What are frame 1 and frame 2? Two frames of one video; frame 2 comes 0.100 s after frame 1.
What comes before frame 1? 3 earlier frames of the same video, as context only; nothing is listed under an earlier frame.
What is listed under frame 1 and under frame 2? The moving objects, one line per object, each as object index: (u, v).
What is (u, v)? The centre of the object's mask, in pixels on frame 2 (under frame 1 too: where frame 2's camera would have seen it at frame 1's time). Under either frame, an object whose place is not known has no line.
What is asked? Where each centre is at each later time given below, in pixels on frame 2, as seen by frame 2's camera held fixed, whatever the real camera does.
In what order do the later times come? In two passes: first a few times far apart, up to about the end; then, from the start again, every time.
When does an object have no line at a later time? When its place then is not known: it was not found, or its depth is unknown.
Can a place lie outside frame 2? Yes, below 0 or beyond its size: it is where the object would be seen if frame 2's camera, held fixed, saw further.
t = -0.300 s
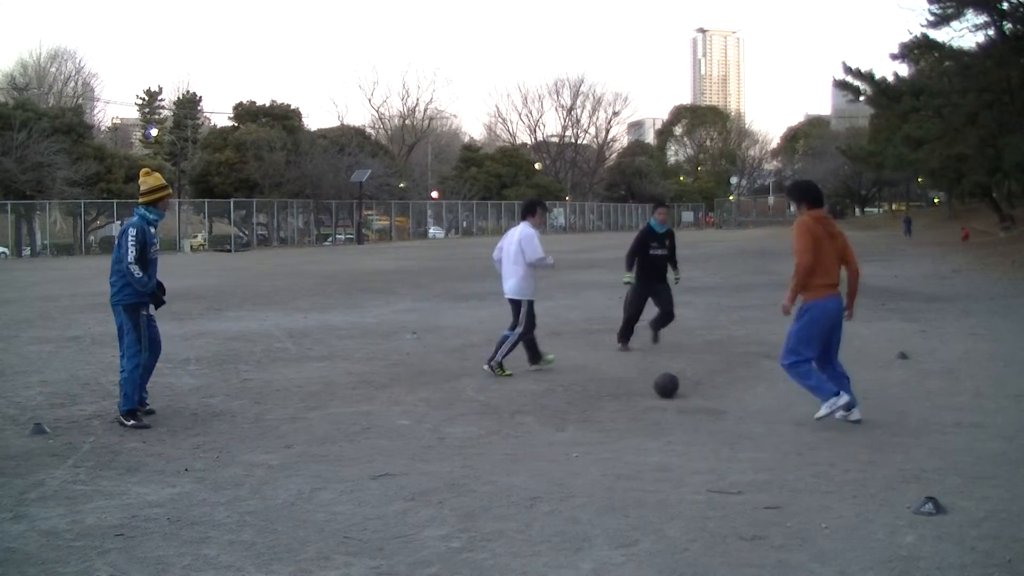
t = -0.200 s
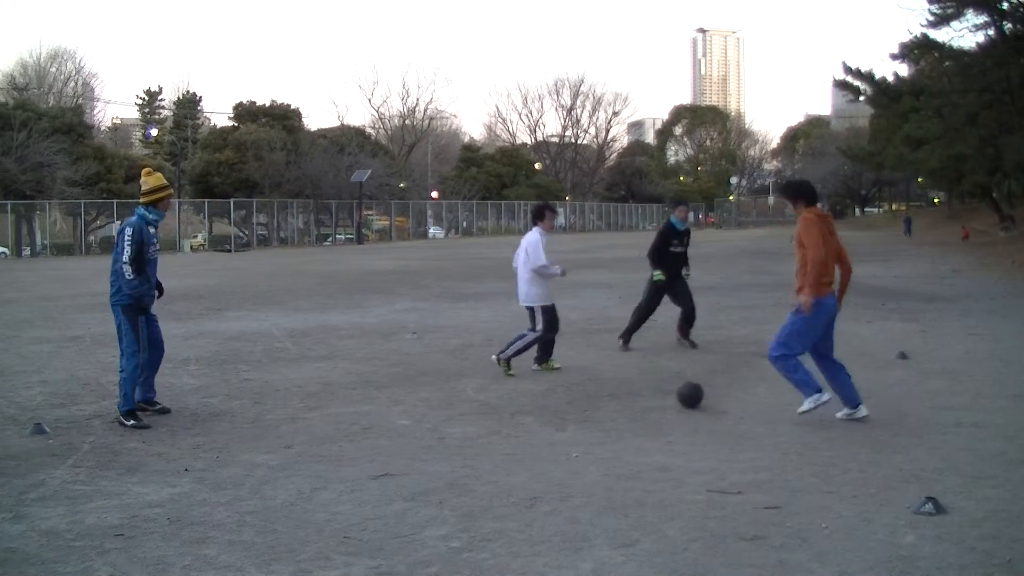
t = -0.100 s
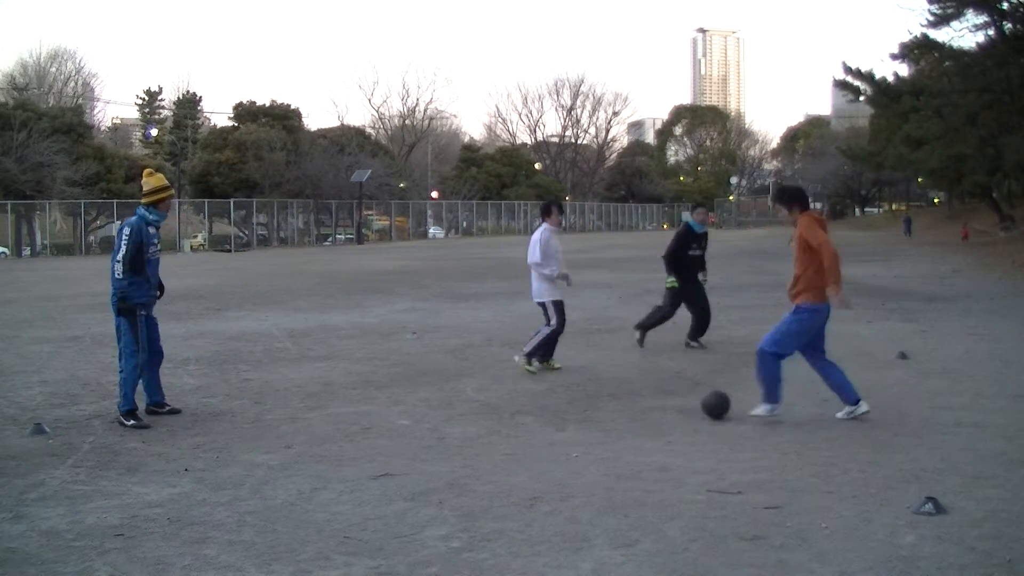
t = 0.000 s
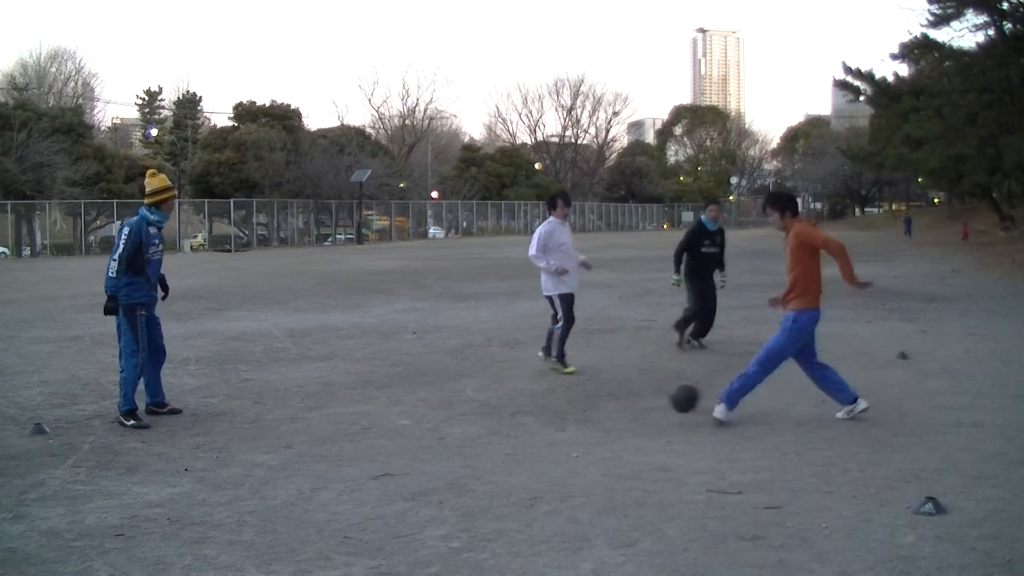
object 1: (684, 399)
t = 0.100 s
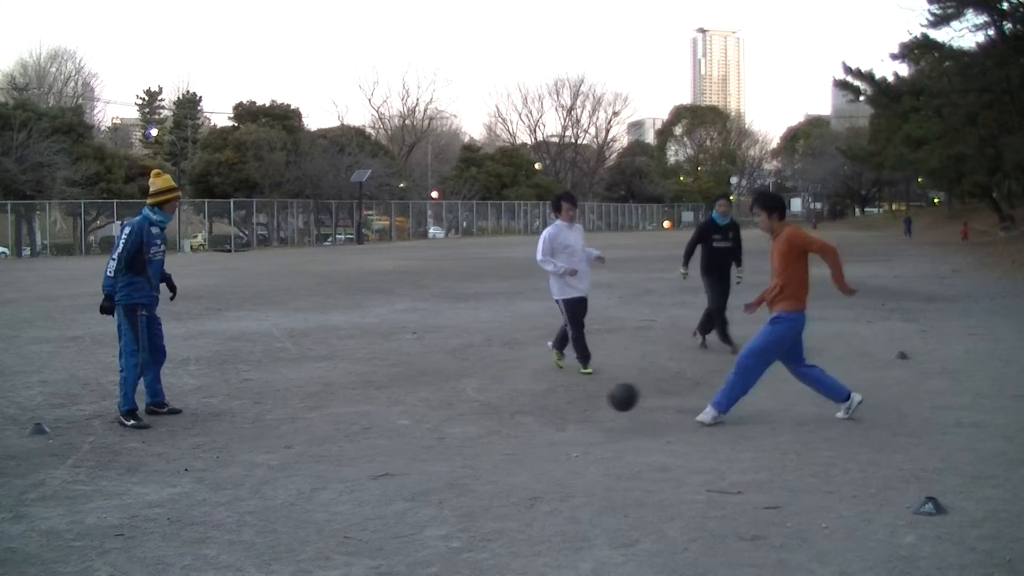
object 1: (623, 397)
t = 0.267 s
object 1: (514, 427)
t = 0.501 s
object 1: (399, 441)
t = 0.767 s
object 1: (290, 460)
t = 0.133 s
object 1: (602, 399)
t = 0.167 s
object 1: (580, 403)
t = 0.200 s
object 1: (559, 409)
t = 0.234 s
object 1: (537, 417)
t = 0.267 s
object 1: (514, 427)
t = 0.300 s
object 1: (496, 427)
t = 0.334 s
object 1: (480, 427)
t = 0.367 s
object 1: (463, 428)
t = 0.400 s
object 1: (446, 432)
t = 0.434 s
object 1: (428, 437)
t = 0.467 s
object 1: (413, 439)
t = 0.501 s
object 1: (399, 441)
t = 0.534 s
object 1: (385, 444)
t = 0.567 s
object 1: (371, 446)
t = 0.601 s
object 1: (358, 448)
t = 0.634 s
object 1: (345, 451)
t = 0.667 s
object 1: (332, 453)
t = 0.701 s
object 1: (318, 455)
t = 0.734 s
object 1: (304, 458)
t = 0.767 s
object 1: (290, 460)
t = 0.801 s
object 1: (276, 462)
